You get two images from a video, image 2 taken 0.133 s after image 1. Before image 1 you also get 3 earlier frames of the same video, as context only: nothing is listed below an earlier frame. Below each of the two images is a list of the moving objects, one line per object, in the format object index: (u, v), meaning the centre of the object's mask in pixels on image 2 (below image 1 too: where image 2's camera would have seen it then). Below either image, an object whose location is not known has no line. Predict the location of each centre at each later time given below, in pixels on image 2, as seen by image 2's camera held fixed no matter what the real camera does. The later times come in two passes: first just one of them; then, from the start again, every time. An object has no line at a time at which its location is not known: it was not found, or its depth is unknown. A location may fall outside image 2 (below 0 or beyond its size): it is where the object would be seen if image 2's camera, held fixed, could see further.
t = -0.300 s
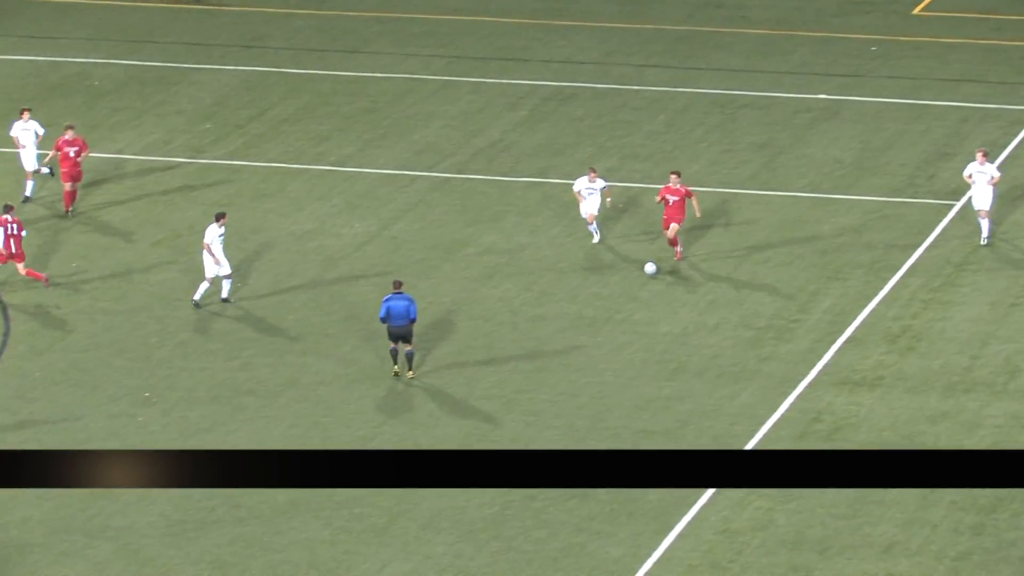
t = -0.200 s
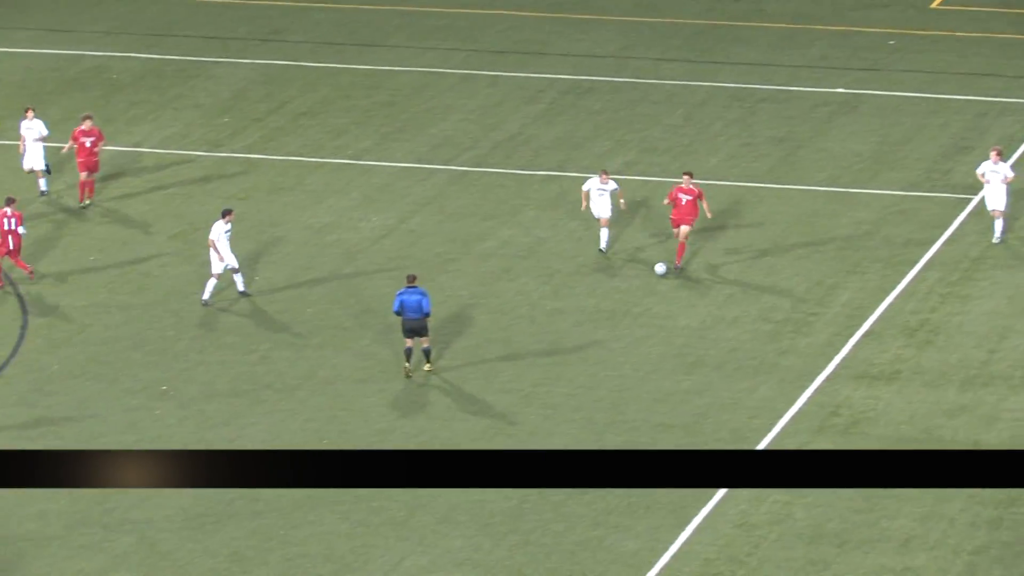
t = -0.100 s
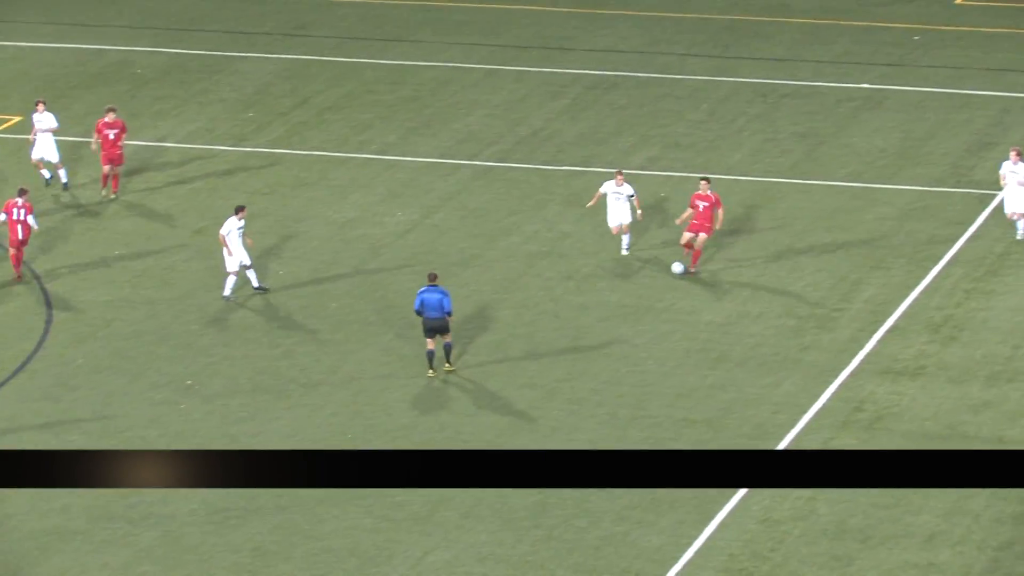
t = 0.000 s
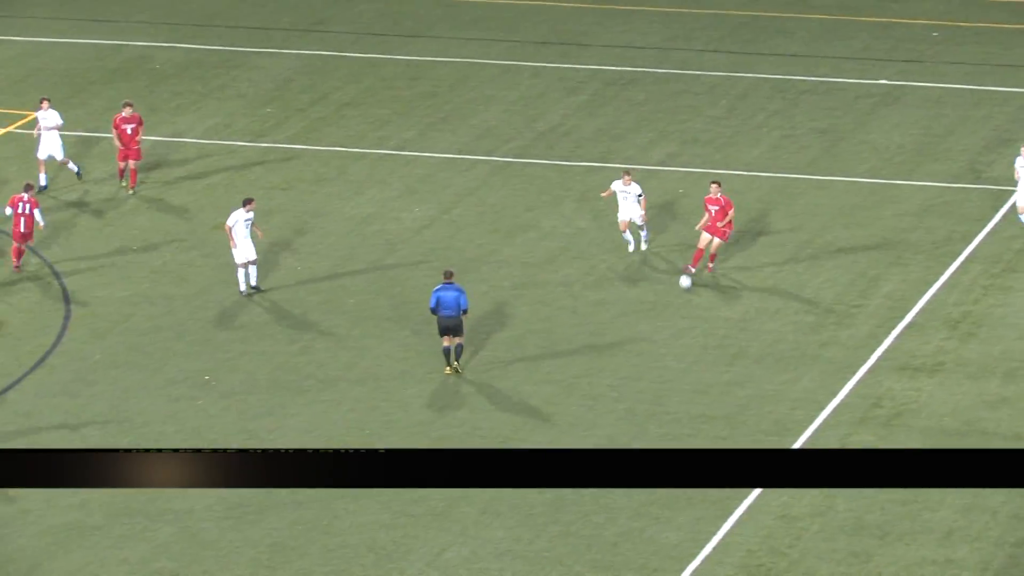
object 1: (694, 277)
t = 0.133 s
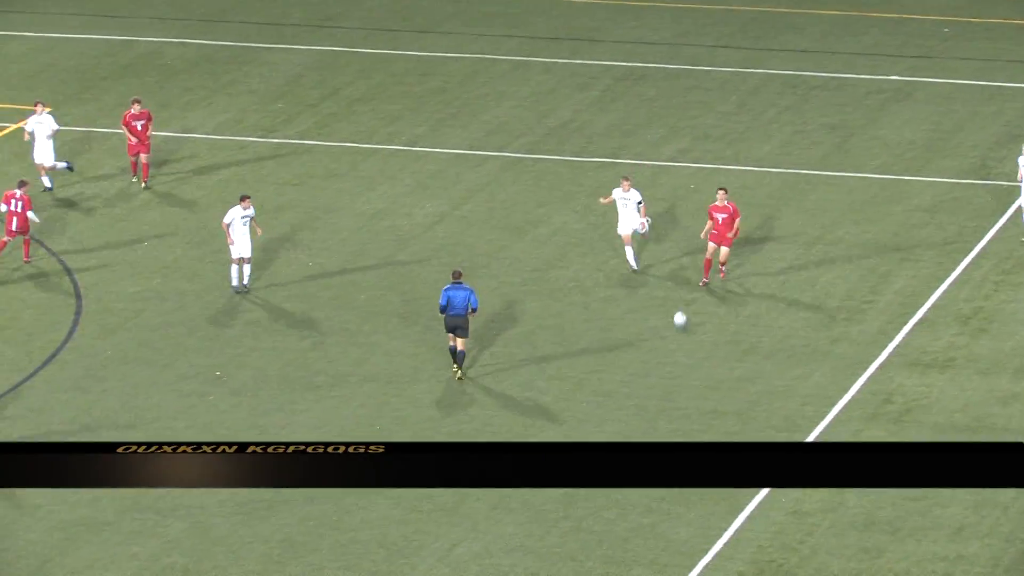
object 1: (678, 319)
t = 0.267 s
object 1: (667, 362)
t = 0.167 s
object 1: (675, 330)
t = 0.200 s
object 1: (672, 342)
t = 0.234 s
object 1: (669, 352)
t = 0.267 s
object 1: (667, 362)
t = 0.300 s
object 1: (665, 372)
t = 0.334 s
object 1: (663, 383)
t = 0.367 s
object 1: (662, 392)
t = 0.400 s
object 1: (660, 401)
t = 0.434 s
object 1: (659, 410)
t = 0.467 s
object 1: (659, 421)
